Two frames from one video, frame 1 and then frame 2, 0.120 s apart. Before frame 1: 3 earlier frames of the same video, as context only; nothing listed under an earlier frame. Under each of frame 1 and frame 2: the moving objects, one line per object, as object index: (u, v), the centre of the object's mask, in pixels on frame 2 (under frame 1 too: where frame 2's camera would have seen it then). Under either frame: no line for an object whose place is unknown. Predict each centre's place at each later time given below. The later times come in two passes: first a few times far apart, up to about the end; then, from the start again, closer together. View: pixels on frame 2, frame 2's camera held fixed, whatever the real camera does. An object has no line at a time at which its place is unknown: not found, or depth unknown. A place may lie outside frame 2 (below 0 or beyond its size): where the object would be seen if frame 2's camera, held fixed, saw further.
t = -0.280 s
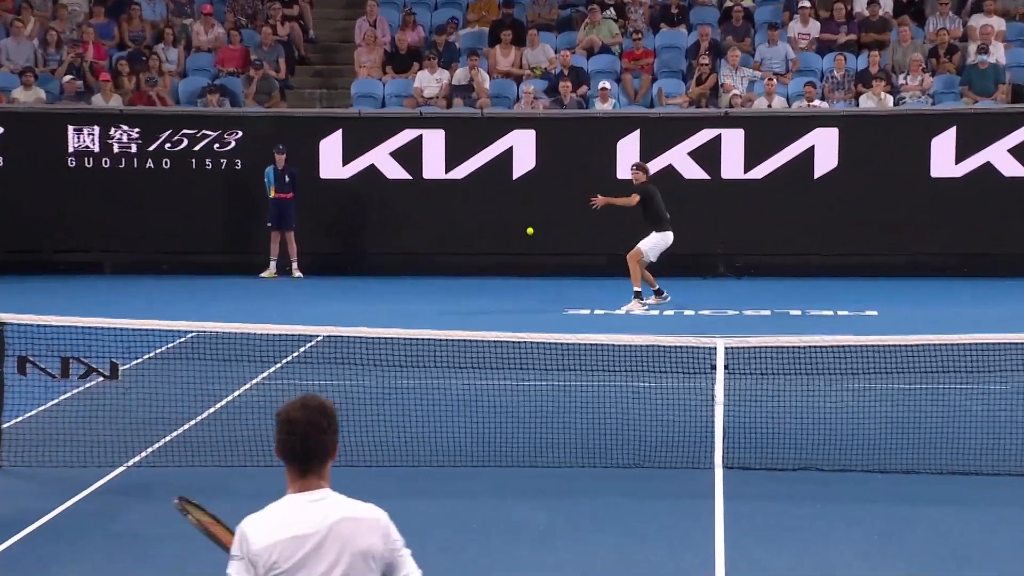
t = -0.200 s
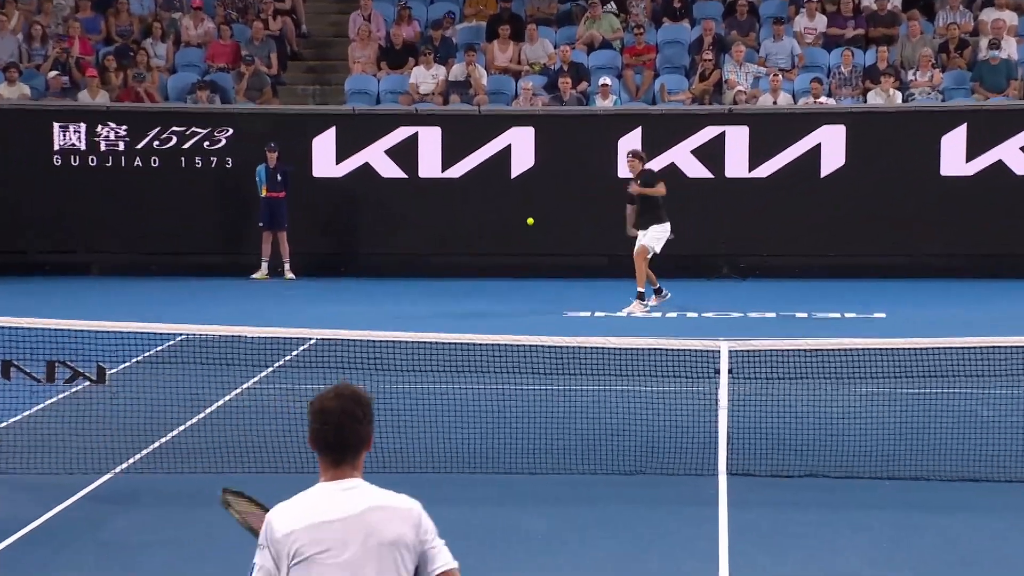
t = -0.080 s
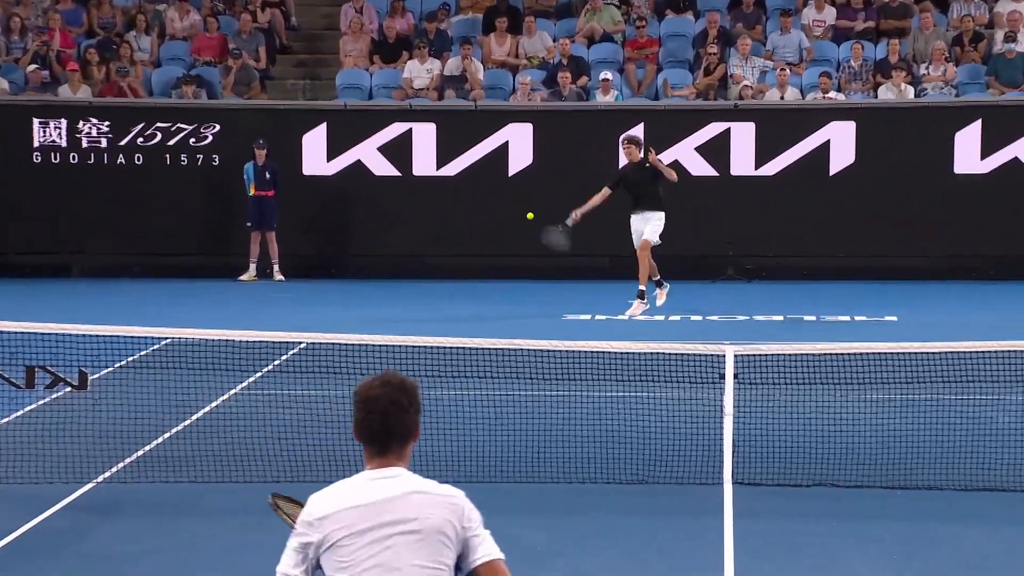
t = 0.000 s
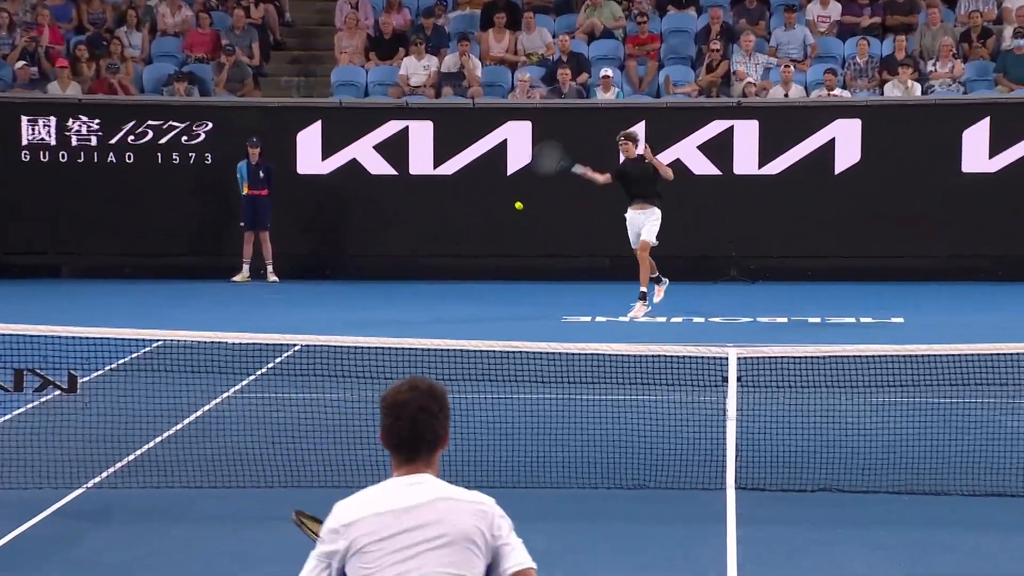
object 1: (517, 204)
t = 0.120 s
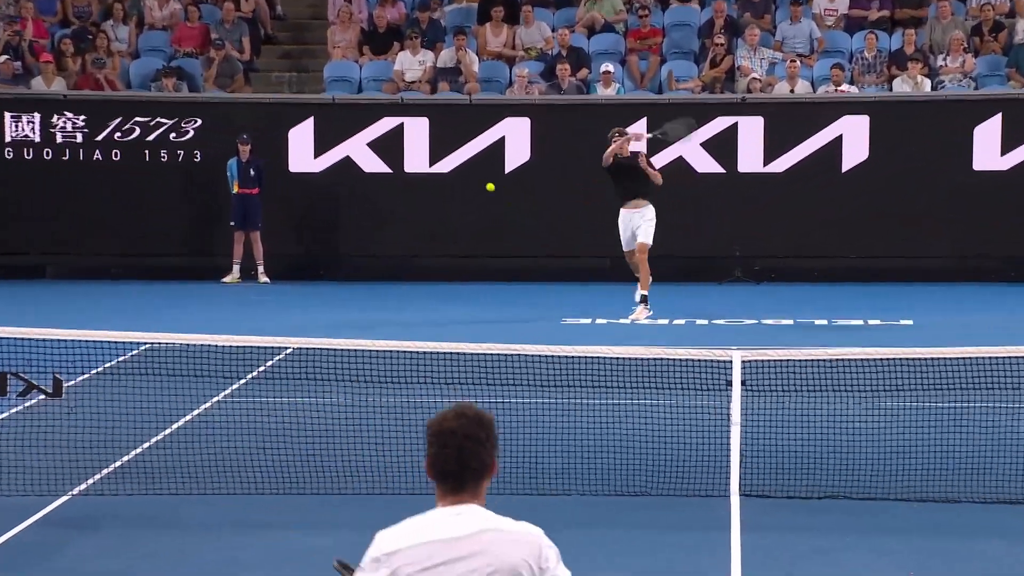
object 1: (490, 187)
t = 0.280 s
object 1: (434, 181)
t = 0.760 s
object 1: (339, 252)
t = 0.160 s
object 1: (478, 183)
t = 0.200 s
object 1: (462, 180)
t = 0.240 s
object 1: (449, 180)
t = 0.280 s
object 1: (434, 181)
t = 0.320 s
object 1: (422, 184)
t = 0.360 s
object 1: (410, 188)
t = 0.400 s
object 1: (401, 192)
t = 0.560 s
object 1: (371, 214)
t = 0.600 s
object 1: (366, 220)
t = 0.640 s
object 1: (360, 227)
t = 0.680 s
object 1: (354, 233)
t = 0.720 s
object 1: (345, 244)
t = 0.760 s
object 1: (339, 252)
